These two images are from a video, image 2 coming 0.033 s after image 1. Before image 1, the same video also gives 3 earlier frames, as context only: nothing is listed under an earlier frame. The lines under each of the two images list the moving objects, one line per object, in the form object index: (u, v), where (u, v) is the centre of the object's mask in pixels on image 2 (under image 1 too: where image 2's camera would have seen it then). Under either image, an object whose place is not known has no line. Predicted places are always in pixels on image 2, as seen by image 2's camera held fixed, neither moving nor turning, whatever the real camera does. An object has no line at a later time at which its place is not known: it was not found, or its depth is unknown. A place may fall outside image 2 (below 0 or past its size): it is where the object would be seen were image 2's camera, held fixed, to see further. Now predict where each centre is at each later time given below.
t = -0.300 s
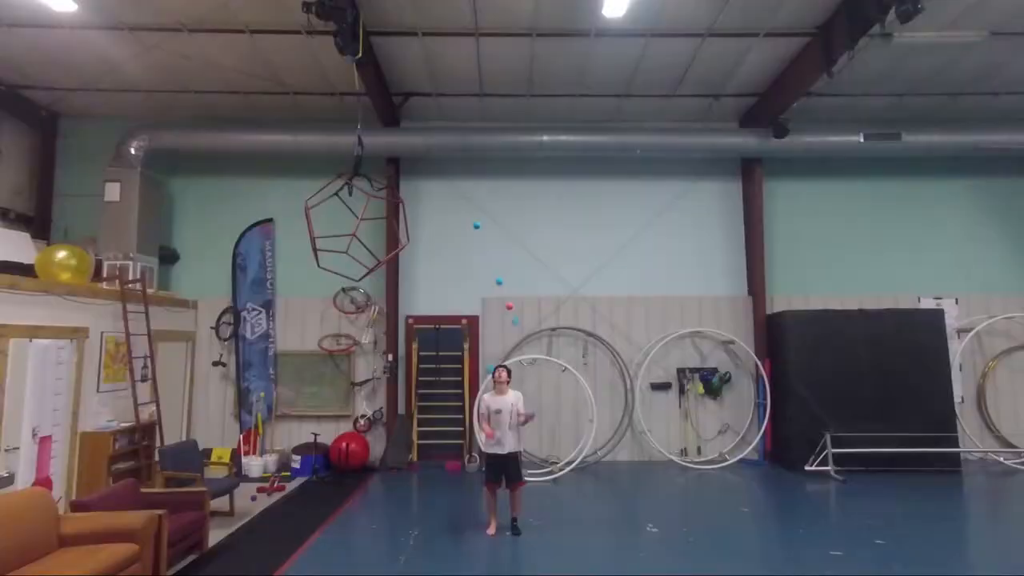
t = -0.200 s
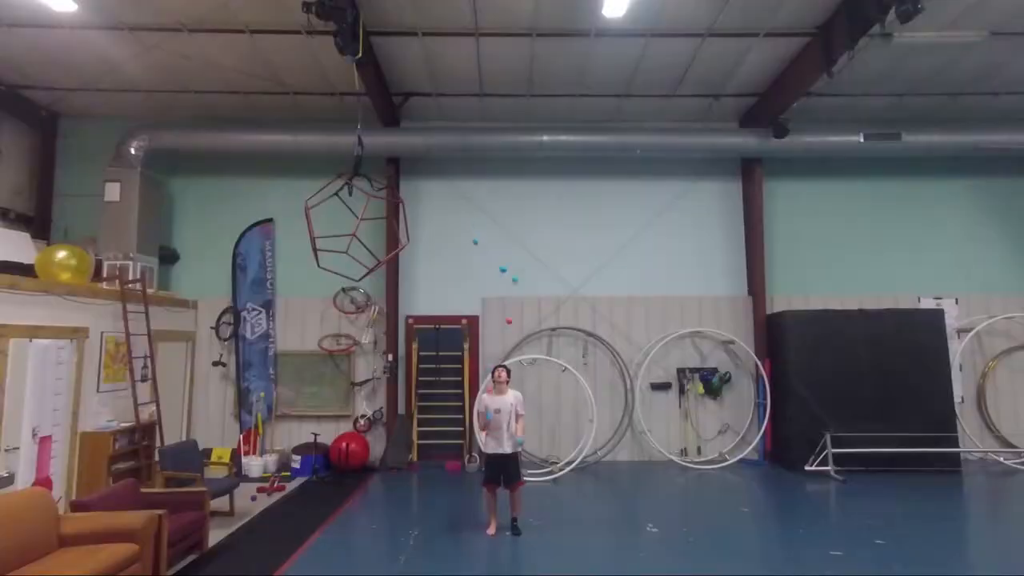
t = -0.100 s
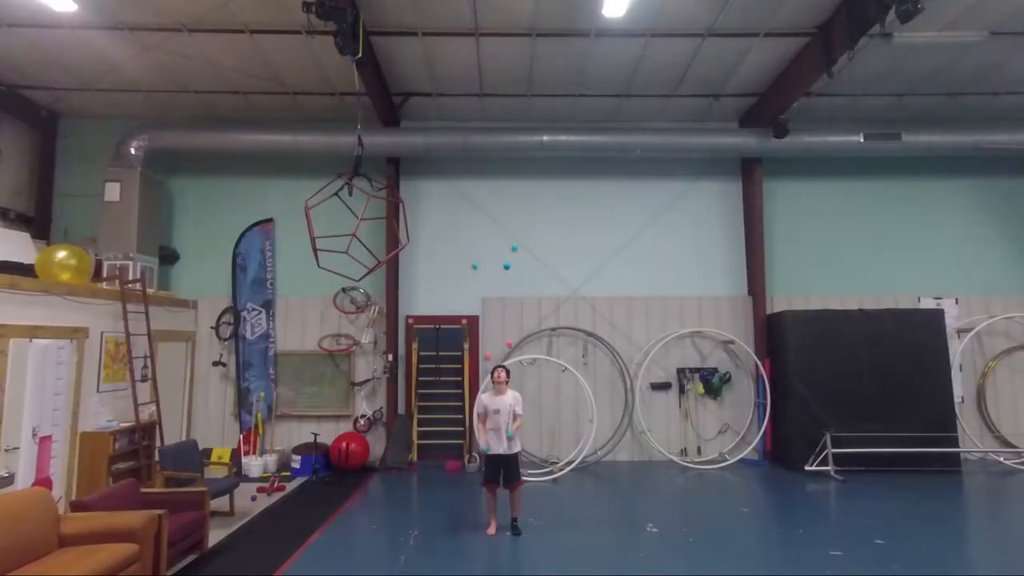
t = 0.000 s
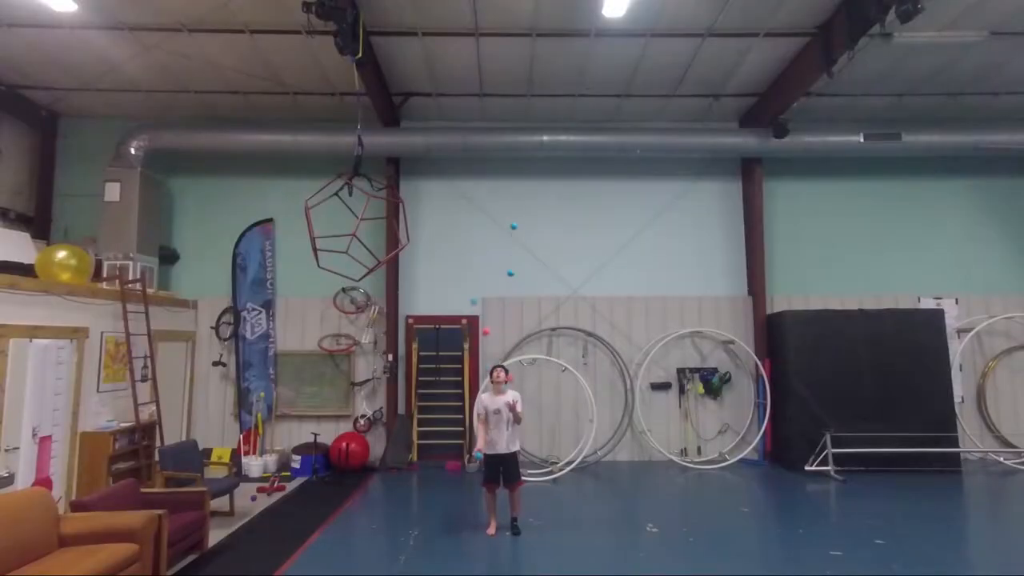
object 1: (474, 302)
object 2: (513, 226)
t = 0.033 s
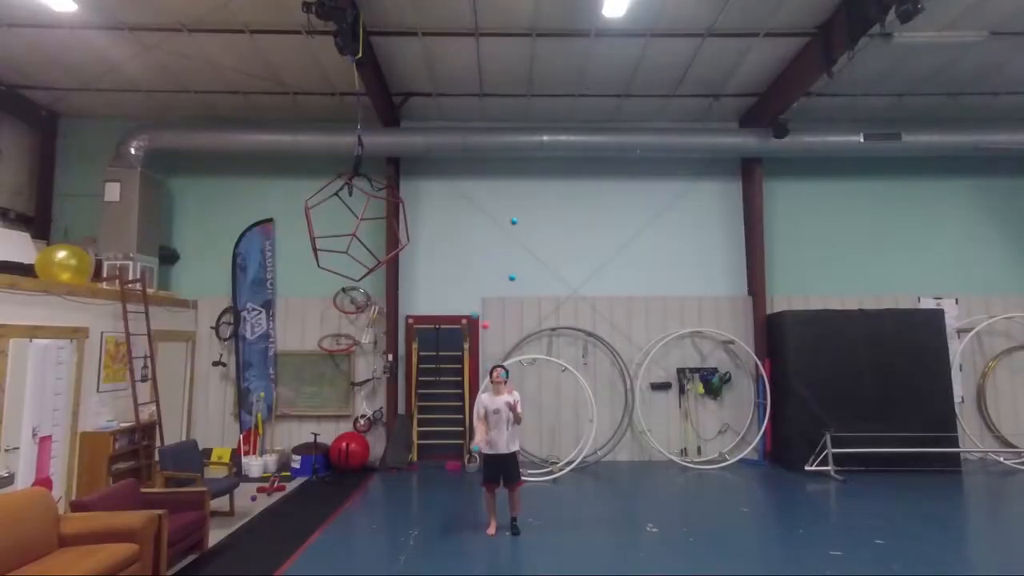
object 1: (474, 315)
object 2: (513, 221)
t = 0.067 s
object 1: (473, 328)
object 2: (513, 217)
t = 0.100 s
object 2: (513, 214)
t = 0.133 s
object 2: (513, 212)
